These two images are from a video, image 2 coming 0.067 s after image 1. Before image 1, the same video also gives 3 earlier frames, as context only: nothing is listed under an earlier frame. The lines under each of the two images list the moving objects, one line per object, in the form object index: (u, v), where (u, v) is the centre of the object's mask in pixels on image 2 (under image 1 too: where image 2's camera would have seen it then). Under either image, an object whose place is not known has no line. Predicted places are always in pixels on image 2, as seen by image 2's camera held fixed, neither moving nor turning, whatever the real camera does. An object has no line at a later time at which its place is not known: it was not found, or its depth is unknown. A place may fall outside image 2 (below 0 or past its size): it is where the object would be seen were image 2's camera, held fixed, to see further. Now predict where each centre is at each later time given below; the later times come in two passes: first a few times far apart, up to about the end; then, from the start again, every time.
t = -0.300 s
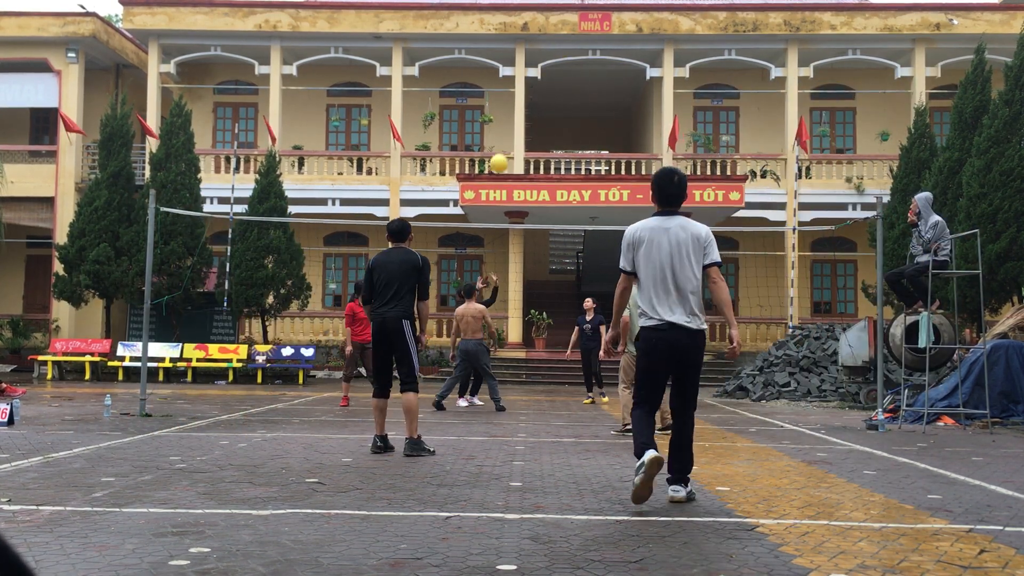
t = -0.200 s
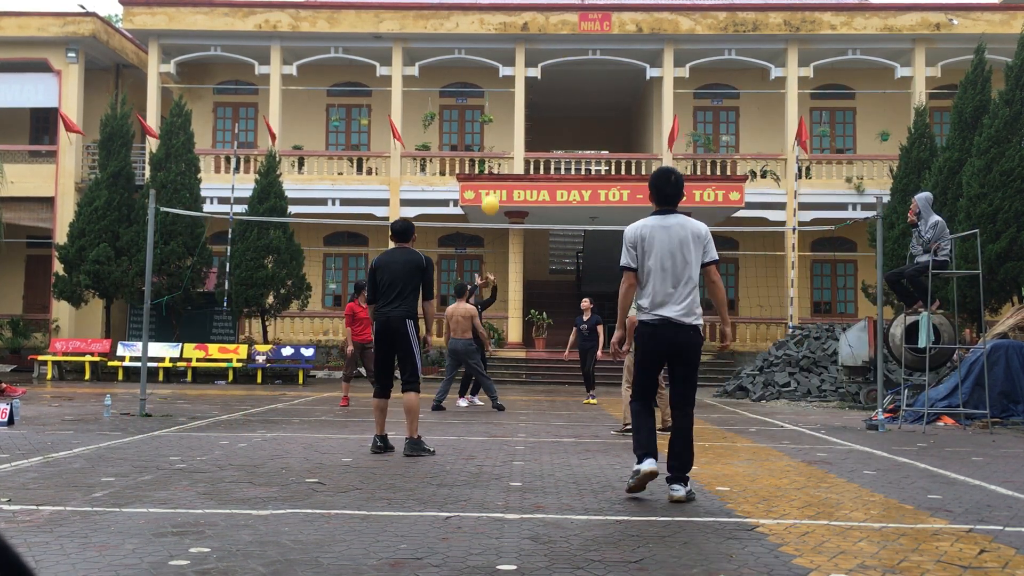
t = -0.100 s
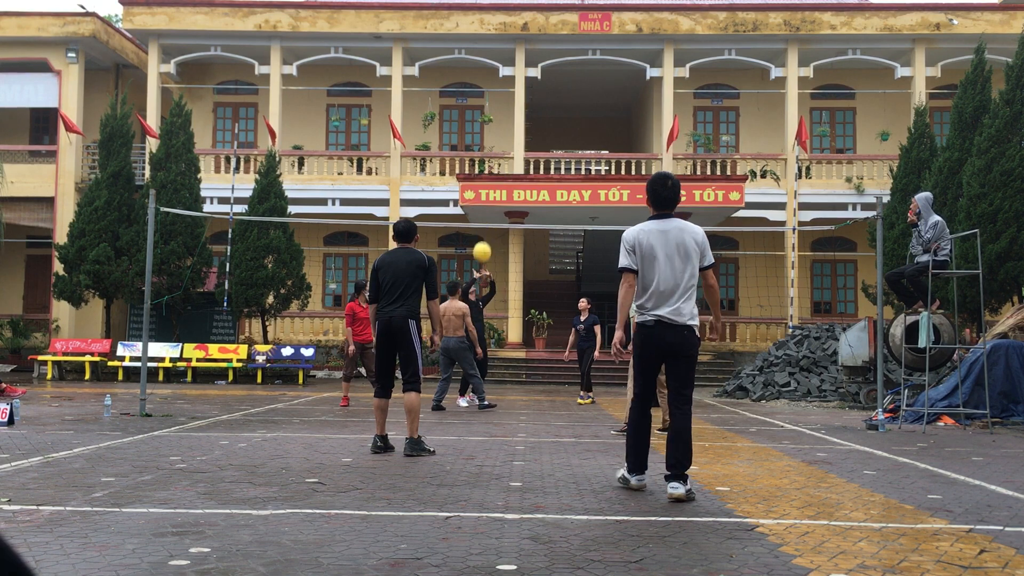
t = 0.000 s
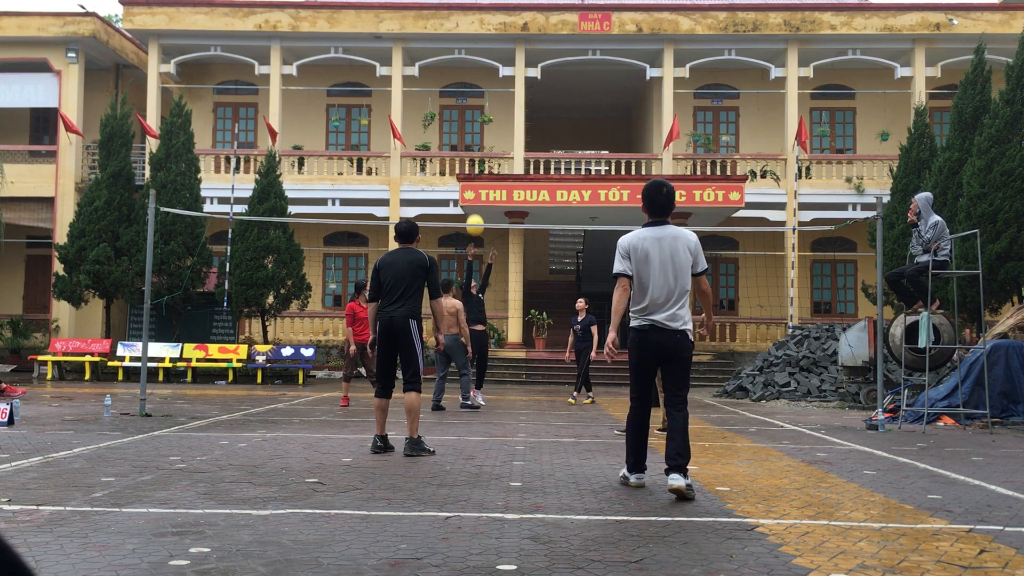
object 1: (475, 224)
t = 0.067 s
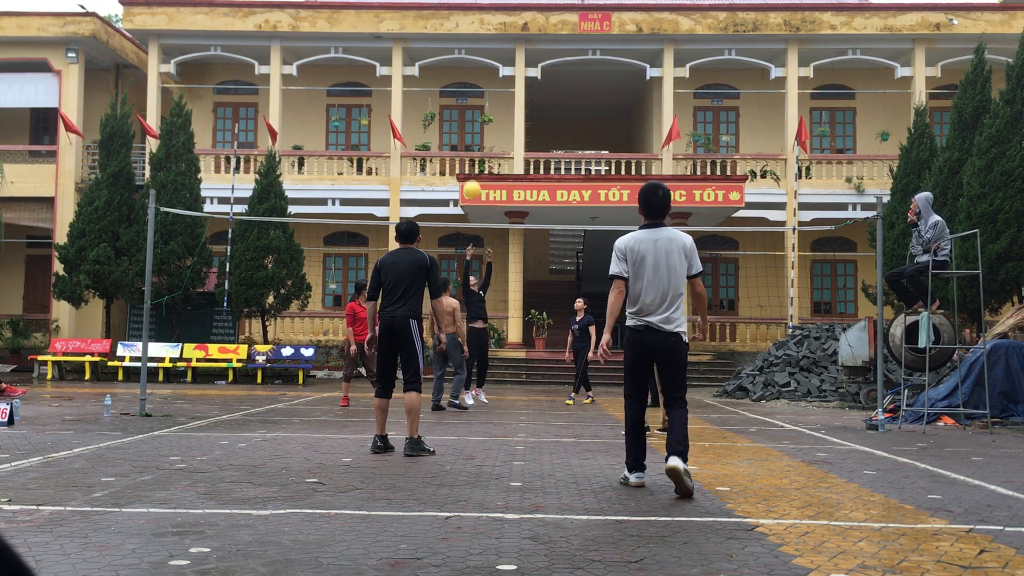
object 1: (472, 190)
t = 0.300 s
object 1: (464, 96)
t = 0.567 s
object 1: (455, 36)
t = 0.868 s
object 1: (444, 27)
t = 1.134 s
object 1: (435, 71)
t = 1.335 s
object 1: (429, 134)
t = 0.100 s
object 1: (470, 174)
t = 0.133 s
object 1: (469, 159)
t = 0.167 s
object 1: (468, 145)
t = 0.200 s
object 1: (467, 131)
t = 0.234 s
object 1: (466, 119)
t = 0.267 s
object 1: (465, 107)
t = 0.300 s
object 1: (464, 96)
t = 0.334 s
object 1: (463, 86)
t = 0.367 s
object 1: (462, 76)
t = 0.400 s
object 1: (461, 68)
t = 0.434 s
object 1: (460, 60)
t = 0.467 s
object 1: (459, 53)
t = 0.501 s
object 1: (458, 46)
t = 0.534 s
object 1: (456, 41)
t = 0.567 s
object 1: (455, 36)
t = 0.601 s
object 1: (454, 32)
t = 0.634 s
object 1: (452, 29)
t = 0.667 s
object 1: (452, 26)
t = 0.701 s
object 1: (450, 25)
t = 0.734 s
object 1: (449, 24)
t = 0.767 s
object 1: (448, 24)
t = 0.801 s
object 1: (447, 24)
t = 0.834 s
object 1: (446, 25)
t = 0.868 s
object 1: (444, 27)
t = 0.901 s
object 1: (443, 30)
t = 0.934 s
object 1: (442, 34)
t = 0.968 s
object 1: (440, 38)
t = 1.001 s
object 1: (440, 43)
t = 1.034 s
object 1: (438, 49)
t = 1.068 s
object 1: (437, 56)
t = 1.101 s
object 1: (436, 63)
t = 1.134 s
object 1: (435, 71)
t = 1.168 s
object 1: (434, 79)
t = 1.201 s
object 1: (433, 89)
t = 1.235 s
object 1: (432, 99)
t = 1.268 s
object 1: (431, 110)
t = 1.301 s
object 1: (430, 122)
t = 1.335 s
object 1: (429, 134)
